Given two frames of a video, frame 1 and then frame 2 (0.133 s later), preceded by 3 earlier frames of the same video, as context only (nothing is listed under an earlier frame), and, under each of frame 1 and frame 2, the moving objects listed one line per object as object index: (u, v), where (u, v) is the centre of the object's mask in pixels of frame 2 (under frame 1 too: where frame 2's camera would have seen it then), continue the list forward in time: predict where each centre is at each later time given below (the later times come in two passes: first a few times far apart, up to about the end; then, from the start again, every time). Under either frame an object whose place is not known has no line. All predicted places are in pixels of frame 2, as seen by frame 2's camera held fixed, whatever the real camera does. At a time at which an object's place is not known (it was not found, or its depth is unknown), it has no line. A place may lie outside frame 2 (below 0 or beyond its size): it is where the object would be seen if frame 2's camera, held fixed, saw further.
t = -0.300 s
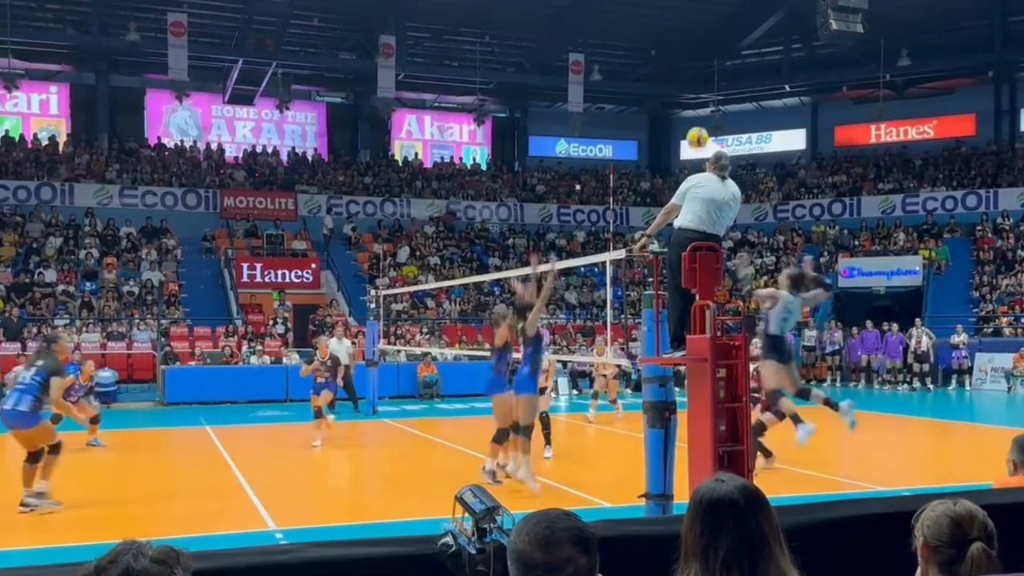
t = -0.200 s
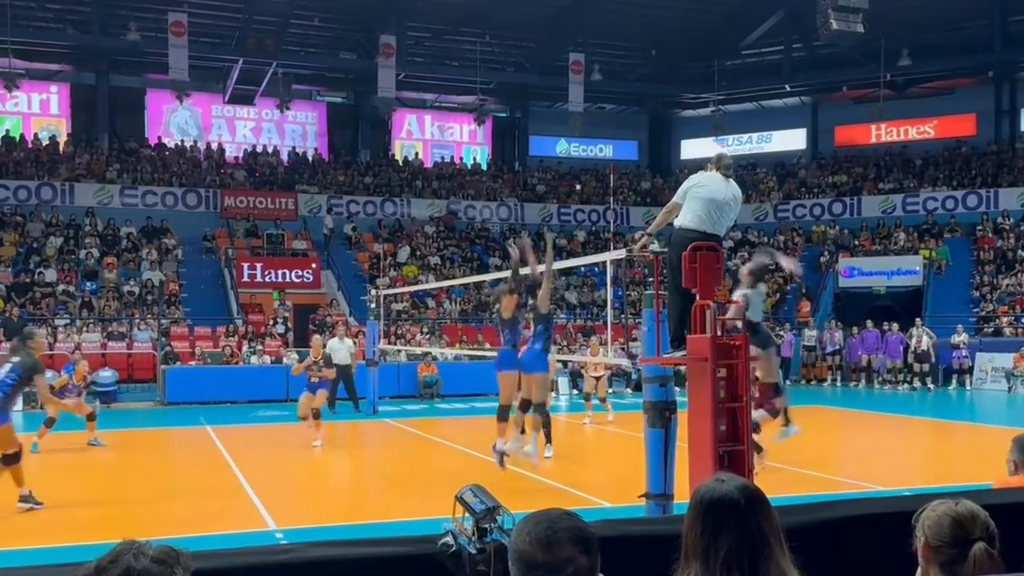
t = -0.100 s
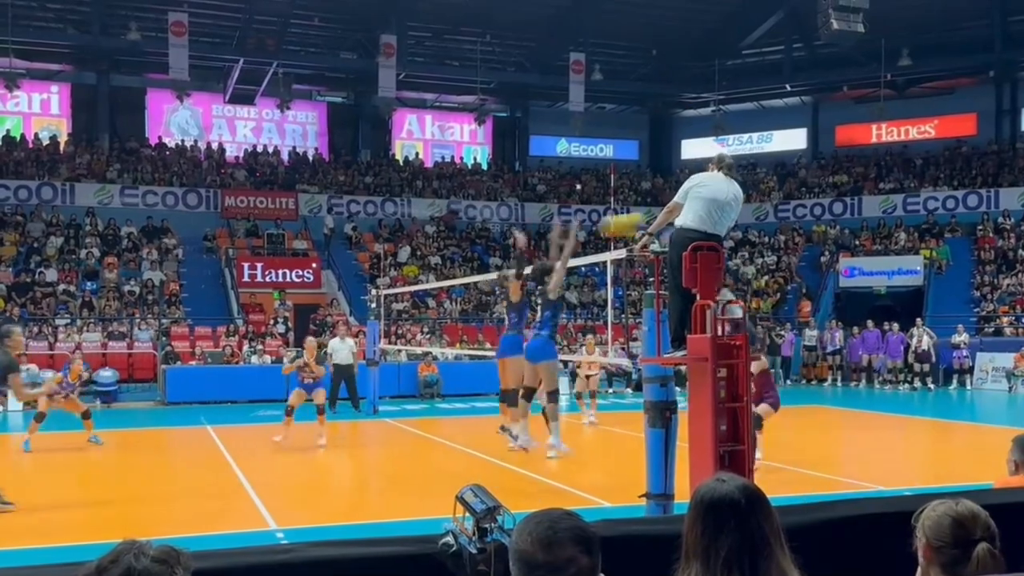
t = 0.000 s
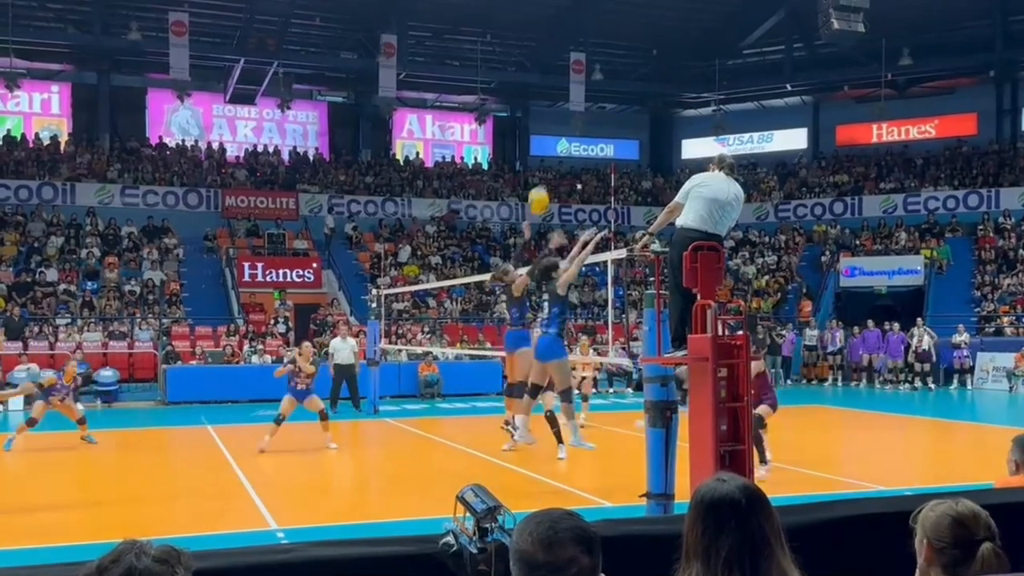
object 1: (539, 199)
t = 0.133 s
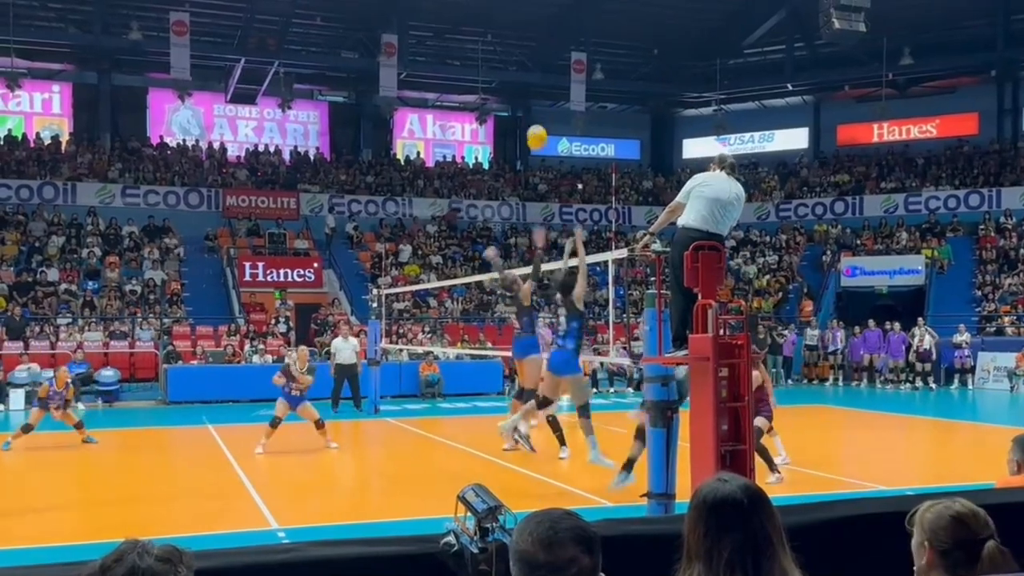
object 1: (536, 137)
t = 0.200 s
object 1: (535, 114)
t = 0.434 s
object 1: (529, 68)
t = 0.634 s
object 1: (523, 70)
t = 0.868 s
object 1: (517, 112)
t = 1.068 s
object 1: (512, 176)
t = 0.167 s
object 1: (536, 124)
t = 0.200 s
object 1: (535, 114)
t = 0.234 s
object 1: (534, 103)
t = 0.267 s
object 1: (533, 95)
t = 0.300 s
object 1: (532, 87)
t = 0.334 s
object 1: (532, 81)
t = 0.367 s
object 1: (531, 76)
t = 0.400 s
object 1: (530, 71)
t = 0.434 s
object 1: (529, 68)
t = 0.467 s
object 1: (528, 66)
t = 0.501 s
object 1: (527, 65)
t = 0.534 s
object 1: (526, 65)
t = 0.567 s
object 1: (525, 66)
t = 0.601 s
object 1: (524, 67)
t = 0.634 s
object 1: (523, 70)
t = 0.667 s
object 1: (522, 73)
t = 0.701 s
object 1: (522, 77)
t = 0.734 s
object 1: (521, 83)
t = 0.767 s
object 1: (520, 89)
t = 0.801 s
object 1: (519, 96)
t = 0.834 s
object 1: (518, 103)
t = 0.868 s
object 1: (517, 112)
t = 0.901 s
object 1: (516, 120)
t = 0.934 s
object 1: (515, 130)
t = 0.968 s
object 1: (514, 141)
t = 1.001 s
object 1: (514, 151)
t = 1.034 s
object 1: (513, 163)
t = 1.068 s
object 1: (512, 176)
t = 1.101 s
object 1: (511, 189)
